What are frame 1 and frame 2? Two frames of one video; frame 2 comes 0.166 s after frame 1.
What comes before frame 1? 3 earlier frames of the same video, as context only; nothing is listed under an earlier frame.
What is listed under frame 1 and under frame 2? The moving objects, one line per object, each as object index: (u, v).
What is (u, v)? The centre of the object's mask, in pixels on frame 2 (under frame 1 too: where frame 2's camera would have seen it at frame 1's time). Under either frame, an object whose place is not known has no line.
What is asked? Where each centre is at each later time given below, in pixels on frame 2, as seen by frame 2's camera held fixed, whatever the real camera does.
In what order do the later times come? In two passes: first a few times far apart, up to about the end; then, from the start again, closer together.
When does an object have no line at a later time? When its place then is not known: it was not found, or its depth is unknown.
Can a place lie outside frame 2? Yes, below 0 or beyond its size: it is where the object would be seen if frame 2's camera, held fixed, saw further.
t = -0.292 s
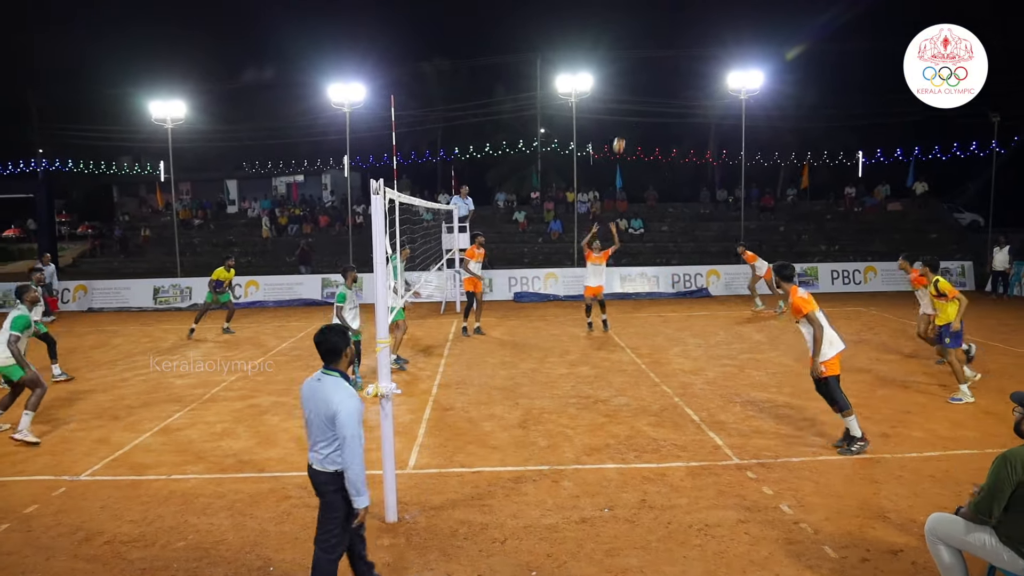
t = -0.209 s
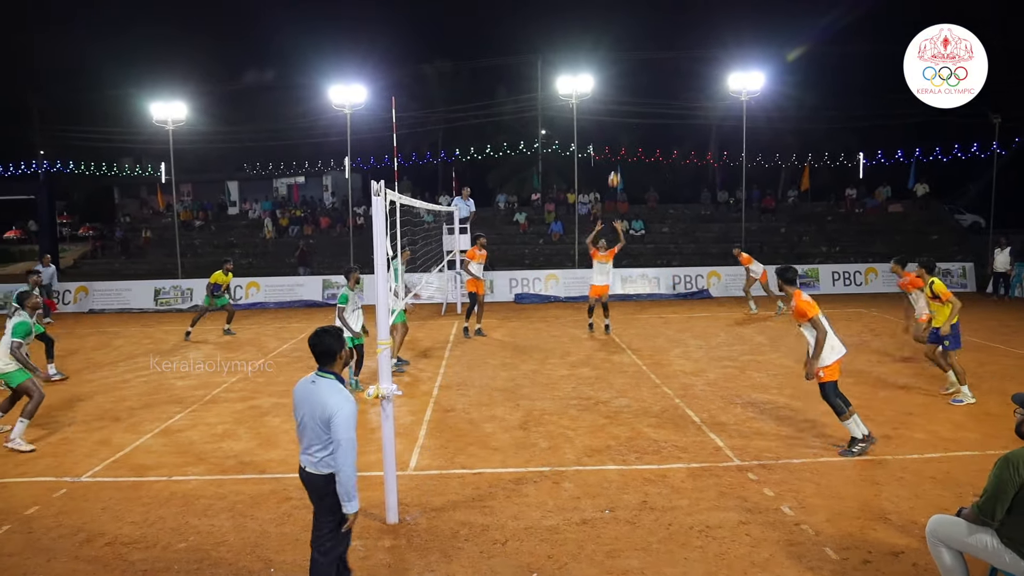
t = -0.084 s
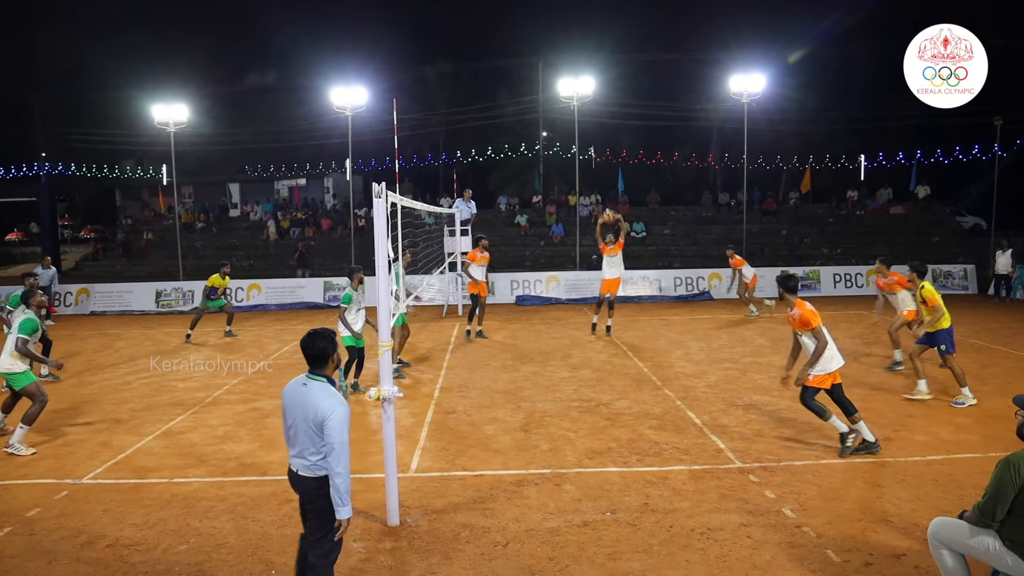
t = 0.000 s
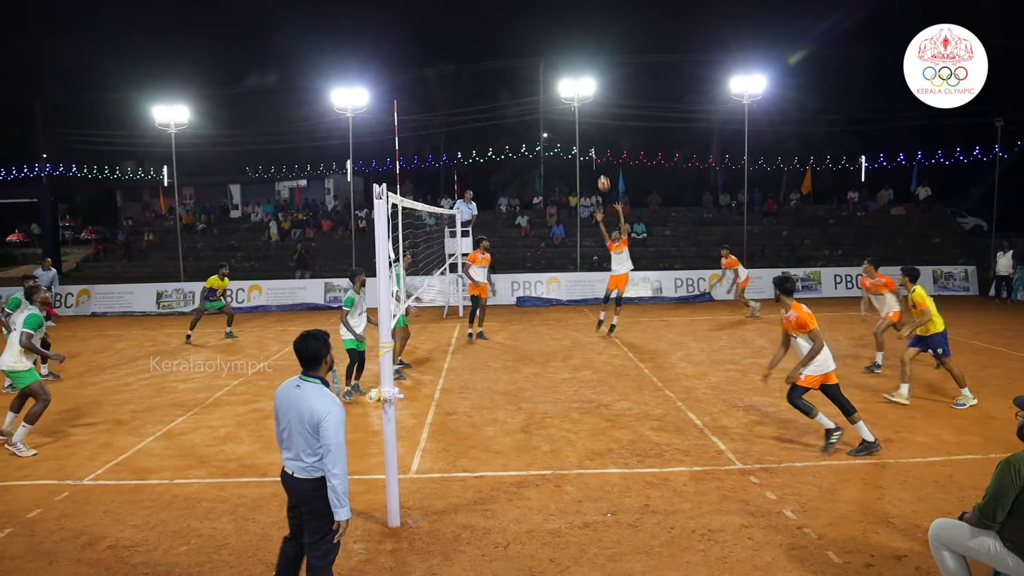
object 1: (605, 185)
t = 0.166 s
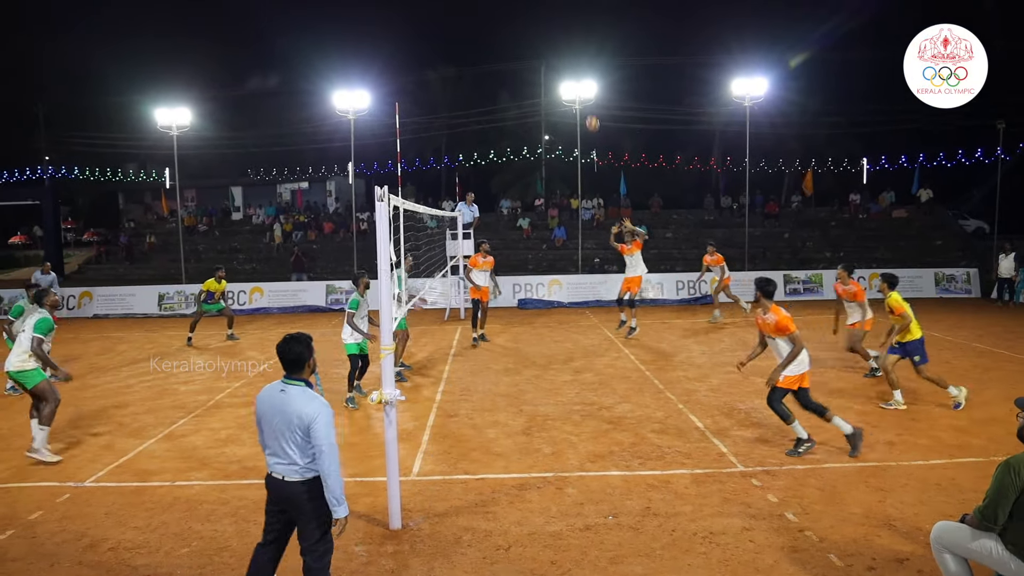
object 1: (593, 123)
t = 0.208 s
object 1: (590, 110)
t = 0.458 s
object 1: (569, 40)
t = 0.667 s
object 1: (550, 5)
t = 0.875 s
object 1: (529, -4)
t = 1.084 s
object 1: (506, 15)
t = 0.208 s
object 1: (590, 110)
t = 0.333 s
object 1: (579, 70)
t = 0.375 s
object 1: (576, 60)
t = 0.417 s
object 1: (572, 49)
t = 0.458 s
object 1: (569, 40)
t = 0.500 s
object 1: (565, 31)
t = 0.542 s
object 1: (561, 23)
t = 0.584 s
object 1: (558, 16)
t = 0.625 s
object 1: (554, 10)
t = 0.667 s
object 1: (550, 5)
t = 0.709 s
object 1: (546, 0)
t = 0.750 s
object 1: (542, -2)
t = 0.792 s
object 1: (538, -3)
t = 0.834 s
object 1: (533, -4)
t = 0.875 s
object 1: (529, -4)
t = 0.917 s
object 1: (524, -3)
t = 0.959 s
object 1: (520, -1)
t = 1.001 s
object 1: (515, 3)
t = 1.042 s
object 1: (511, 9)
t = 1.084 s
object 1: (506, 15)
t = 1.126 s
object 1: (501, 24)
